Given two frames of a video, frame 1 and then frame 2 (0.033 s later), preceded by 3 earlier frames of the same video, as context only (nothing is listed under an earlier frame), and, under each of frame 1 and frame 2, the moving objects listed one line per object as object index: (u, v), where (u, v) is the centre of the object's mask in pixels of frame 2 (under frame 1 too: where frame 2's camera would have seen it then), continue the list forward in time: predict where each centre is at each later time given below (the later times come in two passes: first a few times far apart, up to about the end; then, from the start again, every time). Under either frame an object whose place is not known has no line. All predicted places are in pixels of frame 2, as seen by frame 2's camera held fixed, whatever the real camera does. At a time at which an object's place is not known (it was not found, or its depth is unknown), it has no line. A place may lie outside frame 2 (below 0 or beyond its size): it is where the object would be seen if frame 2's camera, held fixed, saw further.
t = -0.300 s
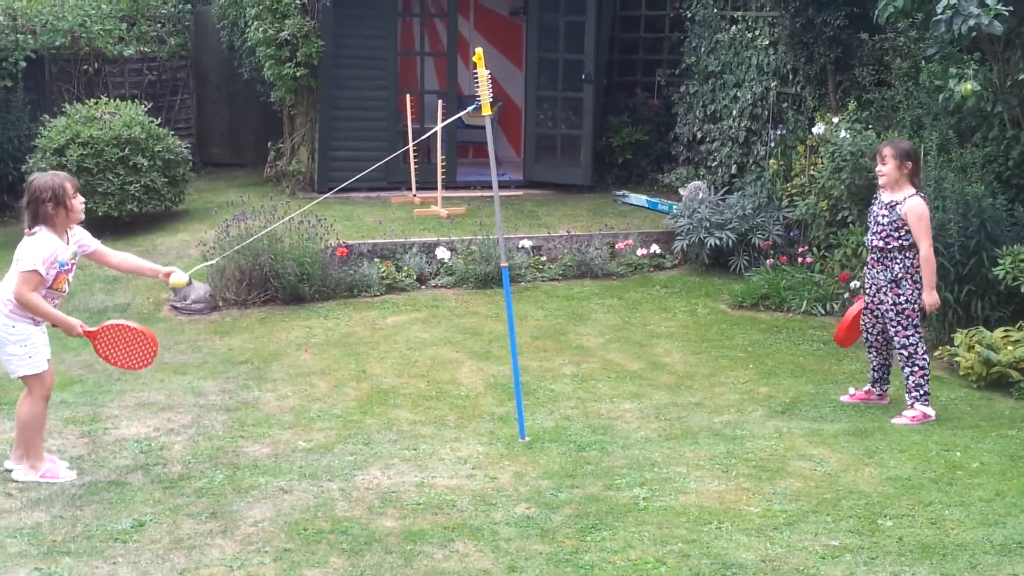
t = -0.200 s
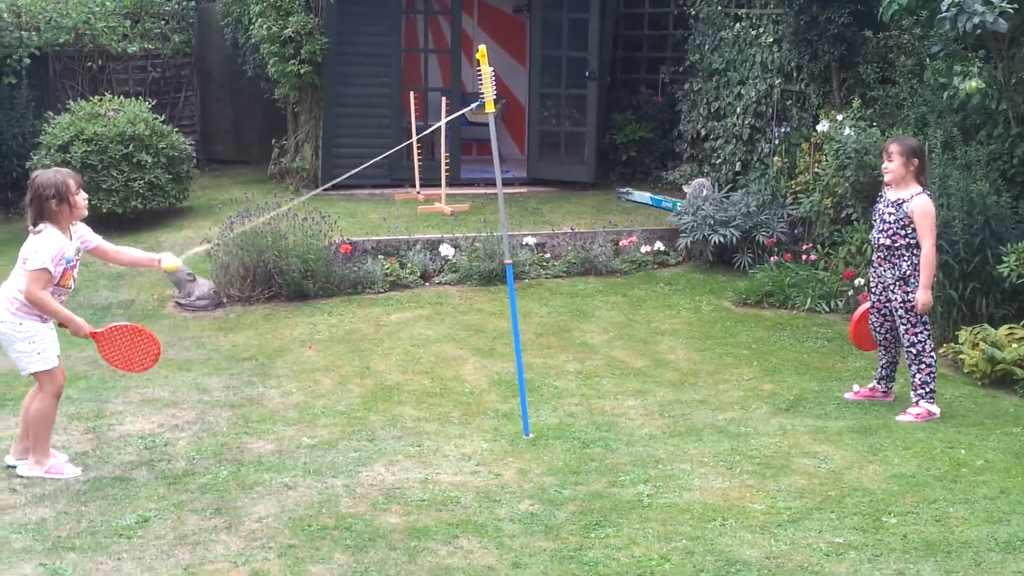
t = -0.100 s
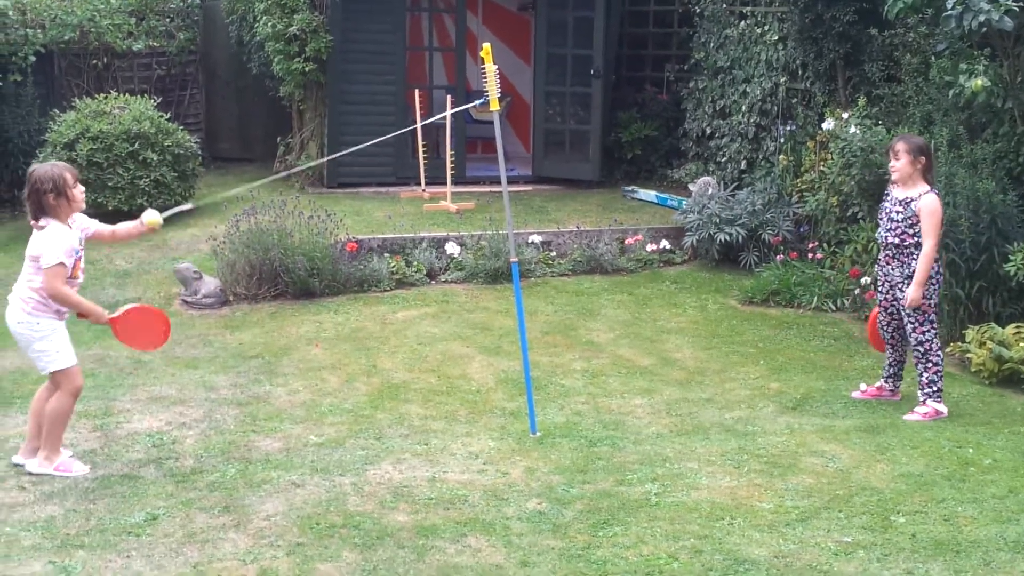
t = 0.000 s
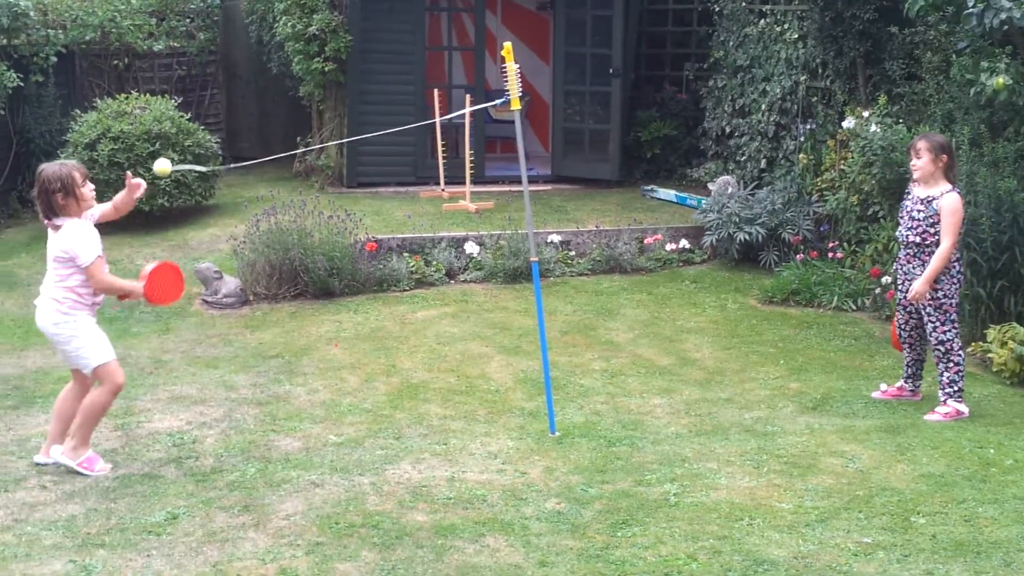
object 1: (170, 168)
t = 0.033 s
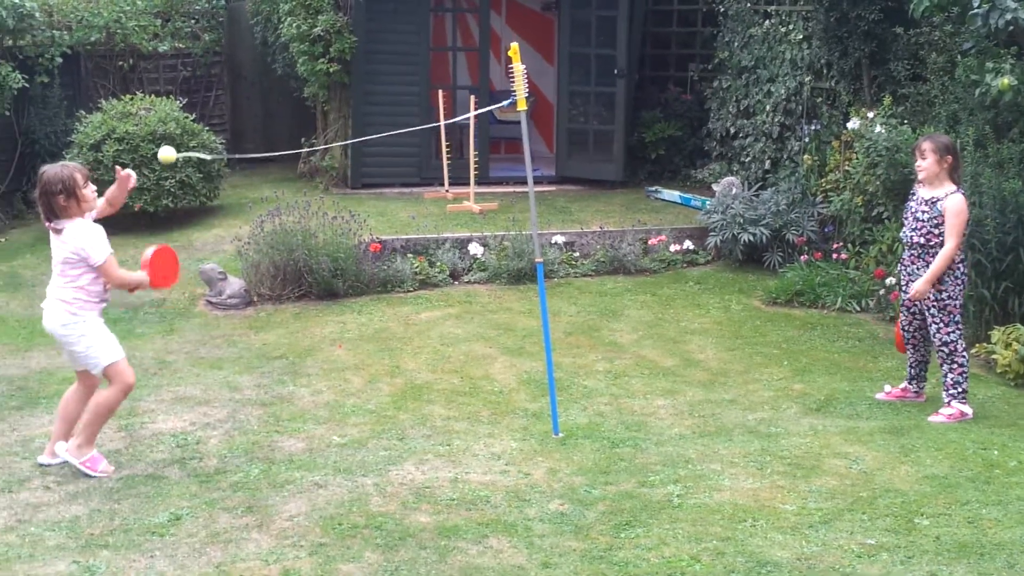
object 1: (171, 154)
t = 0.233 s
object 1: (183, 131)
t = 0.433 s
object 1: (205, 208)
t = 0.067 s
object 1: (172, 143)
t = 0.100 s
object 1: (173, 135)
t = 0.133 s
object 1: (175, 130)
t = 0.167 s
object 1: (177, 128)
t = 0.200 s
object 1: (180, 128)
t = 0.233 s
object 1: (183, 131)
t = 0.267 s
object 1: (187, 136)
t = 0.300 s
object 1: (190, 145)
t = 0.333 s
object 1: (193, 156)
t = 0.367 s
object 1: (197, 171)
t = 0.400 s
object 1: (201, 188)
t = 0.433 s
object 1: (205, 208)
